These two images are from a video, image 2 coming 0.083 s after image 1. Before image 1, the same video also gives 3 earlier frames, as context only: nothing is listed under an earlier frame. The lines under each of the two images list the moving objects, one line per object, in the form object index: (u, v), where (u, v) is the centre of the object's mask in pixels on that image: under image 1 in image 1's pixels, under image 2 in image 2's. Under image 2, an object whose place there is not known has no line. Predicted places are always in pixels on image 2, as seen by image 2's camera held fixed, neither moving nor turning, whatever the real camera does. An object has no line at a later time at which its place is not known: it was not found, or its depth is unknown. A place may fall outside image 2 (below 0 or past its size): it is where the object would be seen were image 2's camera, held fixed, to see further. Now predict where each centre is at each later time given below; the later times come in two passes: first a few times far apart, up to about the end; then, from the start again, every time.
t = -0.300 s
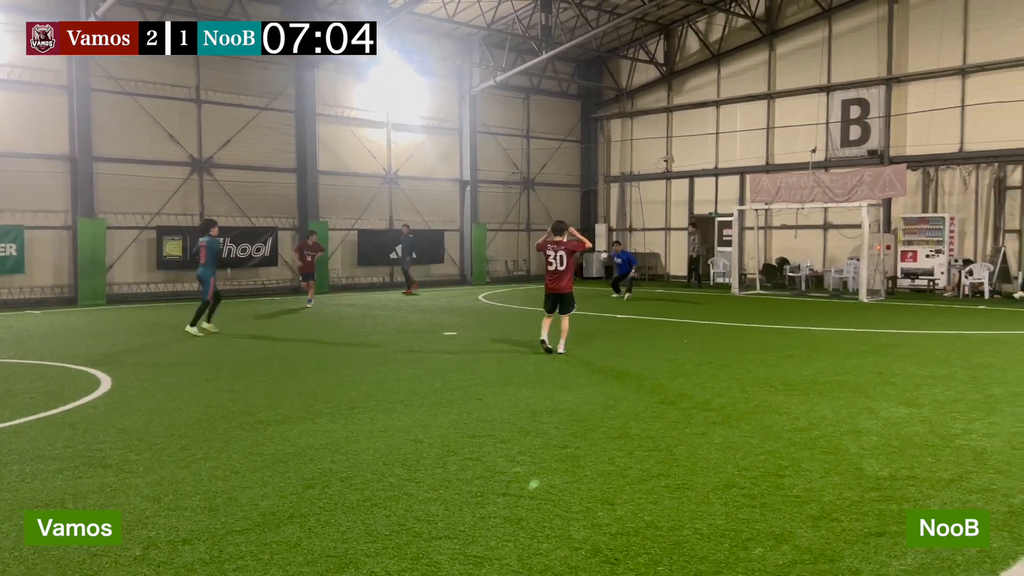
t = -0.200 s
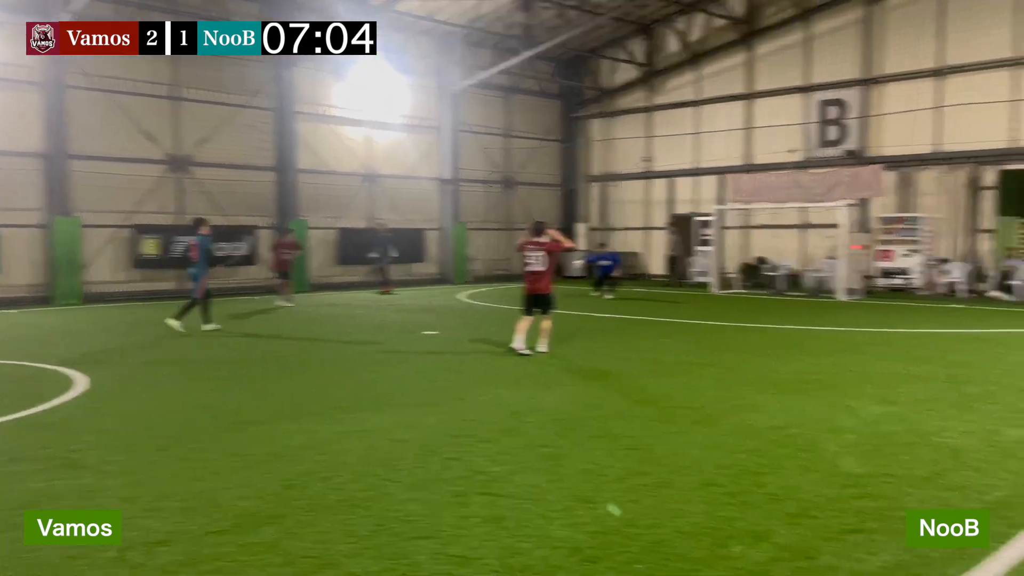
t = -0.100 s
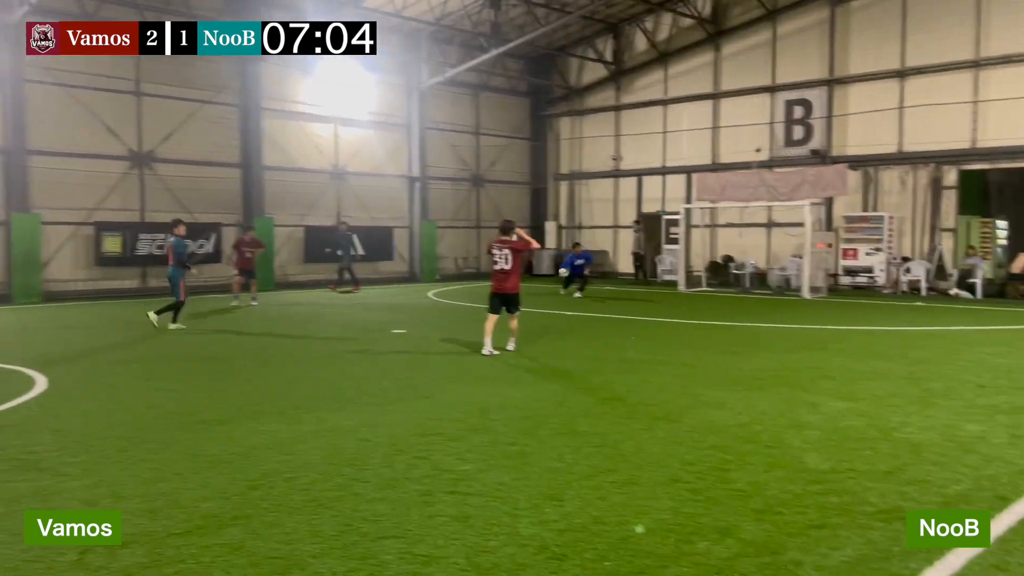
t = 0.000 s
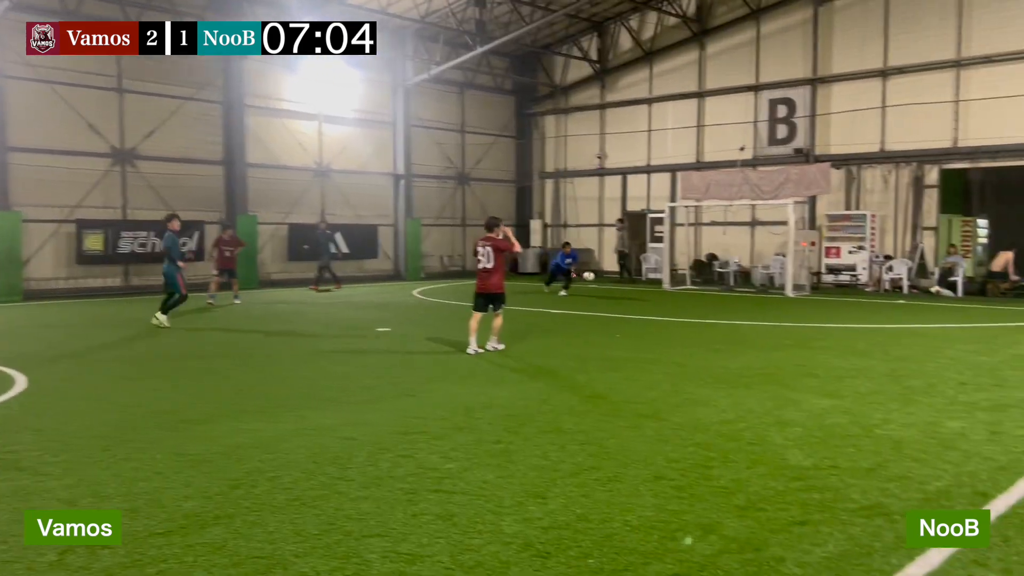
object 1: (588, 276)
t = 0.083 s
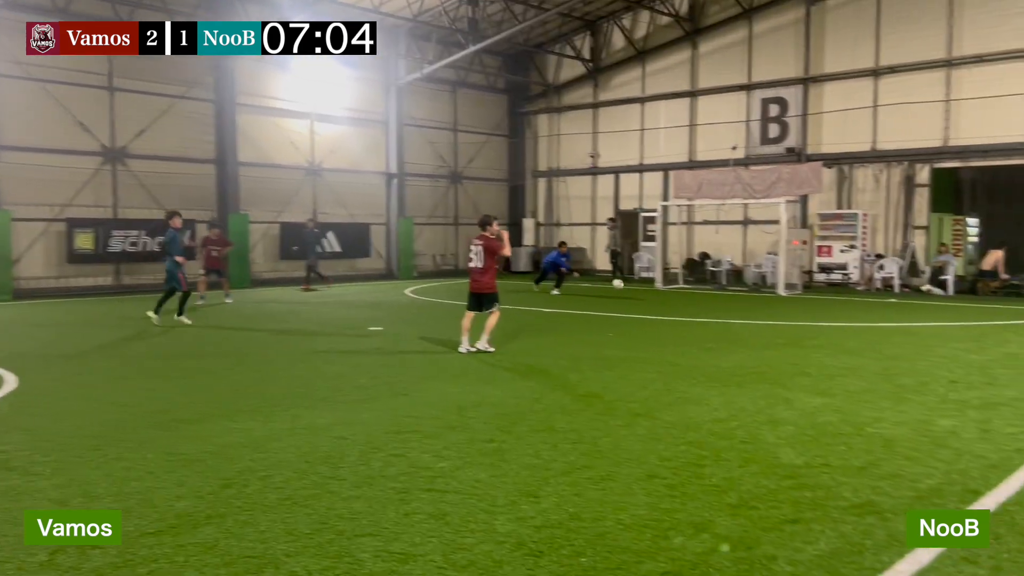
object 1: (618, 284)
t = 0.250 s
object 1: (689, 301)
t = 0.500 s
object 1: (789, 310)
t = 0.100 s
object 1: (625, 286)
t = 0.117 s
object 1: (633, 289)
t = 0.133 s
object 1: (641, 292)
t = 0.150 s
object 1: (648, 295)
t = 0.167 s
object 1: (656, 298)
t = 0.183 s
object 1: (665, 302)
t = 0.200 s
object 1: (672, 303)
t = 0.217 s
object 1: (678, 302)
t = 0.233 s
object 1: (684, 302)
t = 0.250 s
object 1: (689, 301)
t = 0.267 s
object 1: (696, 300)
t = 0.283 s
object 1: (702, 299)
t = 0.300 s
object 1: (708, 299)
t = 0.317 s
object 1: (714, 299)
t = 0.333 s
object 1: (721, 299)
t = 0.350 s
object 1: (727, 299)
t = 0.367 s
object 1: (733, 300)
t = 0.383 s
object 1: (740, 300)
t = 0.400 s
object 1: (746, 301)
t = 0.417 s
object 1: (753, 302)
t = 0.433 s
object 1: (760, 303)
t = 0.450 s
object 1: (767, 304)
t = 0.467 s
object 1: (774, 306)
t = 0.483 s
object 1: (782, 308)
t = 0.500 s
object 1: (789, 310)
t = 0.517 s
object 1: (796, 313)
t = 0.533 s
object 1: (804, 315)
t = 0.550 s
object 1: (812, 318)
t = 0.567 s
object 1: (819, 319)
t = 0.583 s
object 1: (825, 319)
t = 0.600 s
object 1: (833, 318)
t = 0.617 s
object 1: (840, 319)
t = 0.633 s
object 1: (847, 319)
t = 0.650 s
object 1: (854, 319)
